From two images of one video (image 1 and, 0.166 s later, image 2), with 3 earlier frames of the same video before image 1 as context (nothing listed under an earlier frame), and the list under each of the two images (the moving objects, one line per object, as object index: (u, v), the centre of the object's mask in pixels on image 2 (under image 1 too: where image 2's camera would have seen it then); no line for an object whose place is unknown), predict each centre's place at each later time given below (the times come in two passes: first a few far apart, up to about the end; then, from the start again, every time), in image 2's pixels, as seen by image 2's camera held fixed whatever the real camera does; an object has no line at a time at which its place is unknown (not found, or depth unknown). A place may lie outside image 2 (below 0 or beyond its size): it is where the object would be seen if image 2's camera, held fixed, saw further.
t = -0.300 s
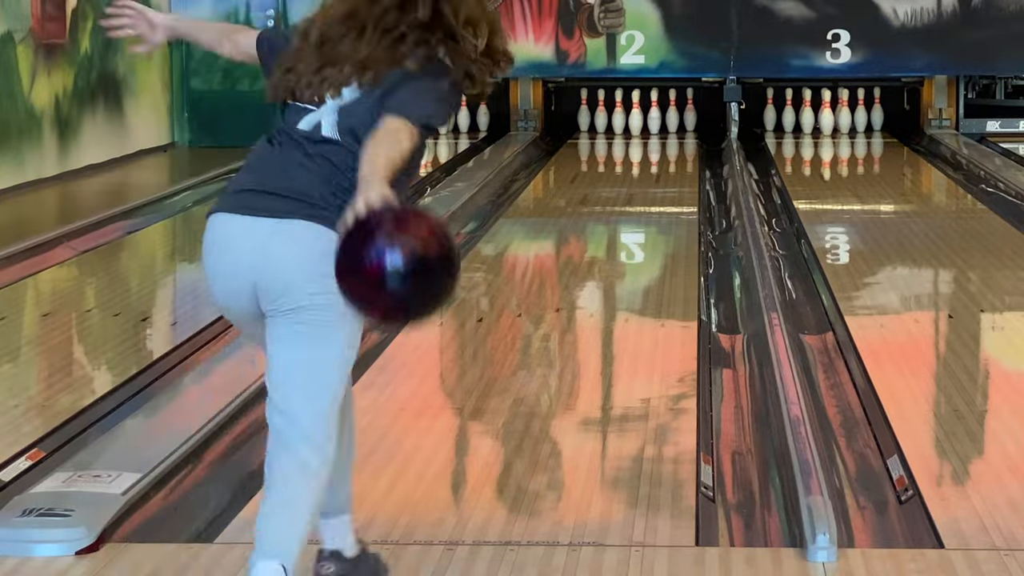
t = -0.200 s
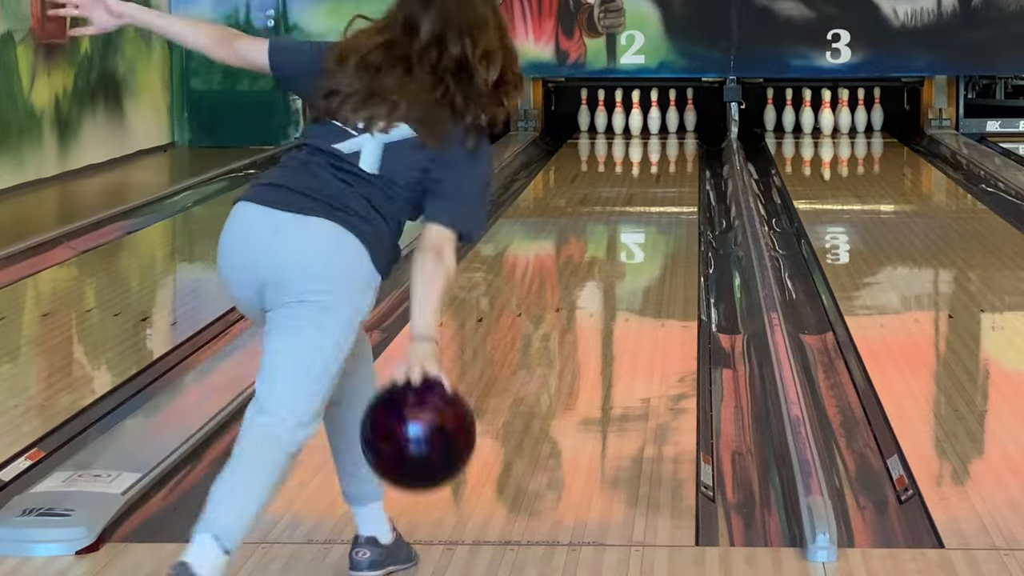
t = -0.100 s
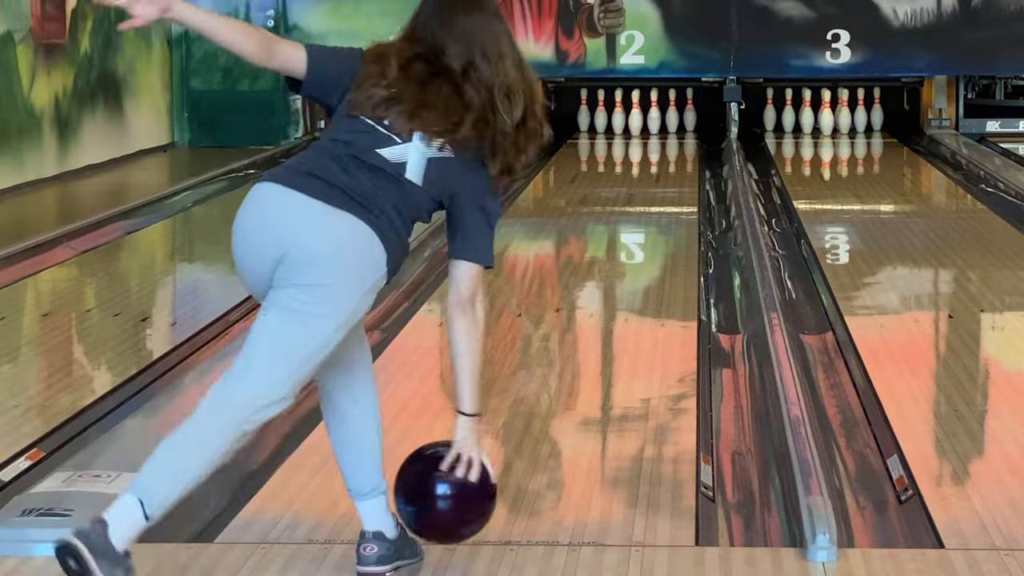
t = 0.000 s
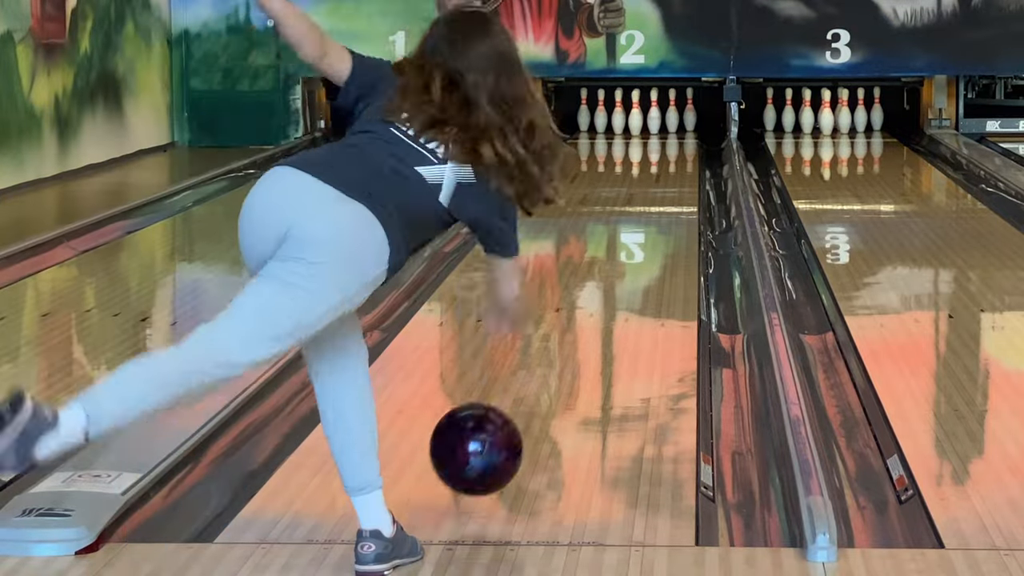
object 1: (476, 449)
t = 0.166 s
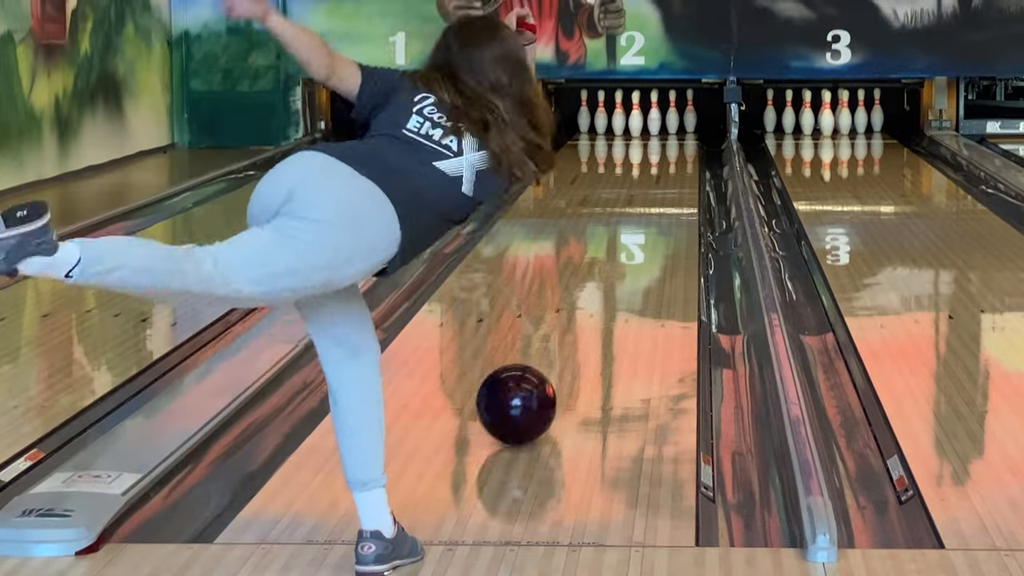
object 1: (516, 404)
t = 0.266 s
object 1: (535, 373)
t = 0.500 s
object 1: (569, 316)
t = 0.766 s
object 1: (596, 268)
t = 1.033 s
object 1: (615, 233)
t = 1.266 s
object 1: (628, 210)
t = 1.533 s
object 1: (639, 188)
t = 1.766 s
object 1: (646, 172)
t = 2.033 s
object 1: (652, 157)
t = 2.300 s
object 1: (652, 145)
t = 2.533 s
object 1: (646, 136)
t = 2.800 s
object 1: (632, 129)
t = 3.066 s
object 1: (607, 124)
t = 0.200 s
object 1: (523, 394)
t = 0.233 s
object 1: (529, 383)
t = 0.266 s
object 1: (535, 373)
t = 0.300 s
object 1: (541, 364)
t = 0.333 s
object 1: (546, 356)
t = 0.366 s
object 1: (551, 347)
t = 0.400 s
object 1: (556, 339)
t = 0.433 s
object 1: (561, 331)
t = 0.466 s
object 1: (565, 324)
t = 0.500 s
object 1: (569, 316)
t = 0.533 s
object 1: (573, 309)
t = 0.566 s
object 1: (576, 303)
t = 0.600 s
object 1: (580, 296)
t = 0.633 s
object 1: (583, 290)
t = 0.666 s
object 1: (587, 284)
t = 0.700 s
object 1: (590, 279)
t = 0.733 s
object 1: (593, 273)
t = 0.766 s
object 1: (596, 268)
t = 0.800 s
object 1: (598, 263)
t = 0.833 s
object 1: (601, 258)
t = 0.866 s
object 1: (604, 253)
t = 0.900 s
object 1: (606, 249)
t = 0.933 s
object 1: (608, 245)
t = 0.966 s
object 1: (611, 241)
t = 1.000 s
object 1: (613, 237)
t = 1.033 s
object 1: (615, 233)
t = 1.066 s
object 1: (617, 230)
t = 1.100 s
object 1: (619, 227)
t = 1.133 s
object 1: (621, 223)
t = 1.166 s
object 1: (622, 220)
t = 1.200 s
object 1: (624, 216)
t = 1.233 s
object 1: (626, 213)
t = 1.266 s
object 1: (628, 210)
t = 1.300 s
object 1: (629, 207)
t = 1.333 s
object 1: (631, 204)
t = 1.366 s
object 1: (632, 202)
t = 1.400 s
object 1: (633, 199)
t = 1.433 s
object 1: (635, 197)
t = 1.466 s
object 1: (636, 194)
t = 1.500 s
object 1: (637, 191)
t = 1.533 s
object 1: (639, 188)
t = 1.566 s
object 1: (640, 185)
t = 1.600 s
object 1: (641, 184)
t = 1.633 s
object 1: (642, 182)
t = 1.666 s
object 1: (643, 179)
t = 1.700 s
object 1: (644, 177)
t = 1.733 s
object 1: (645, 175)
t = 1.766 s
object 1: (646, 172)
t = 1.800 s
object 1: (647, 171)
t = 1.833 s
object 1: (648, 169)
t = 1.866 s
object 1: (648, 167)
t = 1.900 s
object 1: (650, 164)
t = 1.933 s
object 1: (650, 163)
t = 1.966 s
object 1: (651, 161)
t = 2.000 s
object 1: (652, 159)
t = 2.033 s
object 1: (652, 157)
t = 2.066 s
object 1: (653, 155)
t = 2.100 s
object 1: (653, 154)
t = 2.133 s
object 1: (653, 152)
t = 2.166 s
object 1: (653, 151)
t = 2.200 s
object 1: (653, 149)
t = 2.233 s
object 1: (653, 147)
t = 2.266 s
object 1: (653, 146)
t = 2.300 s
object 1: (652, 145)
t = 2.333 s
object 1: (652, 144)
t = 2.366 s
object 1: (651, 143)
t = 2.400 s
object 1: (650, 141)
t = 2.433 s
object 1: (649, 140)
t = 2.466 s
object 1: (648, 139)
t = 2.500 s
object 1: (647, 138)
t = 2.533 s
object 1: (646, 136)
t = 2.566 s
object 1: (644, 135)
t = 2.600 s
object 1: (642, 135)
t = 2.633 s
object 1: (641, 134)
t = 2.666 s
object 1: (638, 133)
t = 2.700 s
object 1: (637, 132)
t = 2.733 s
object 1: (635, 131)
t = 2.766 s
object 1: (634, 130)
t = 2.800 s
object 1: (632, 129)
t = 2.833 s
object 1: (630, 128)
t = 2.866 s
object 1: (628, 127)
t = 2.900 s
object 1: (626, 127)
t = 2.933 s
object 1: (624, 126)
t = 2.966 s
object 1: (621, 126)
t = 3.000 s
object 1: (617, 124)
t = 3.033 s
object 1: (613, 125)
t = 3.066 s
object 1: (607, 124)
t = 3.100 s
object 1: (603, 123)
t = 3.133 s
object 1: (599, 122)
